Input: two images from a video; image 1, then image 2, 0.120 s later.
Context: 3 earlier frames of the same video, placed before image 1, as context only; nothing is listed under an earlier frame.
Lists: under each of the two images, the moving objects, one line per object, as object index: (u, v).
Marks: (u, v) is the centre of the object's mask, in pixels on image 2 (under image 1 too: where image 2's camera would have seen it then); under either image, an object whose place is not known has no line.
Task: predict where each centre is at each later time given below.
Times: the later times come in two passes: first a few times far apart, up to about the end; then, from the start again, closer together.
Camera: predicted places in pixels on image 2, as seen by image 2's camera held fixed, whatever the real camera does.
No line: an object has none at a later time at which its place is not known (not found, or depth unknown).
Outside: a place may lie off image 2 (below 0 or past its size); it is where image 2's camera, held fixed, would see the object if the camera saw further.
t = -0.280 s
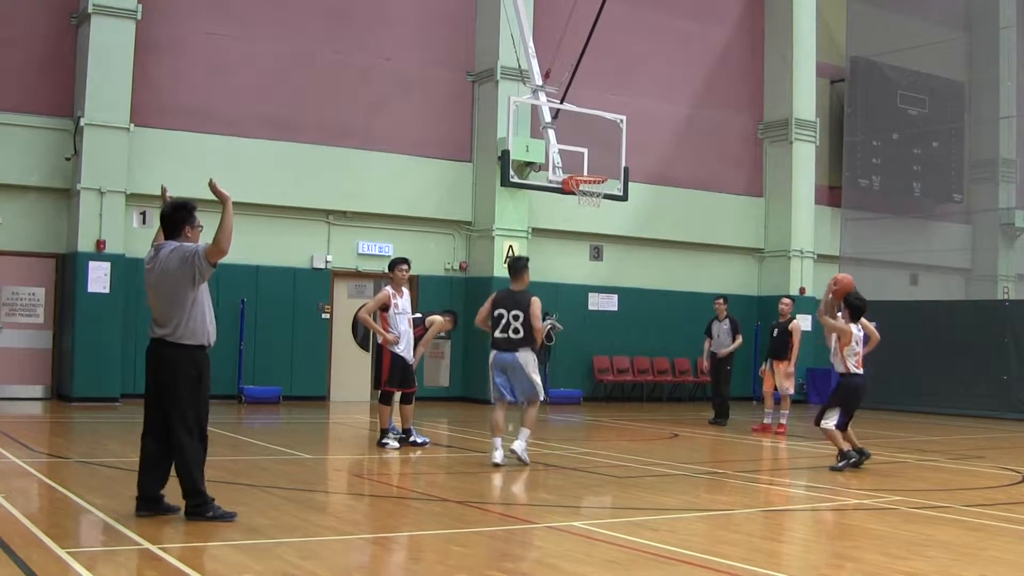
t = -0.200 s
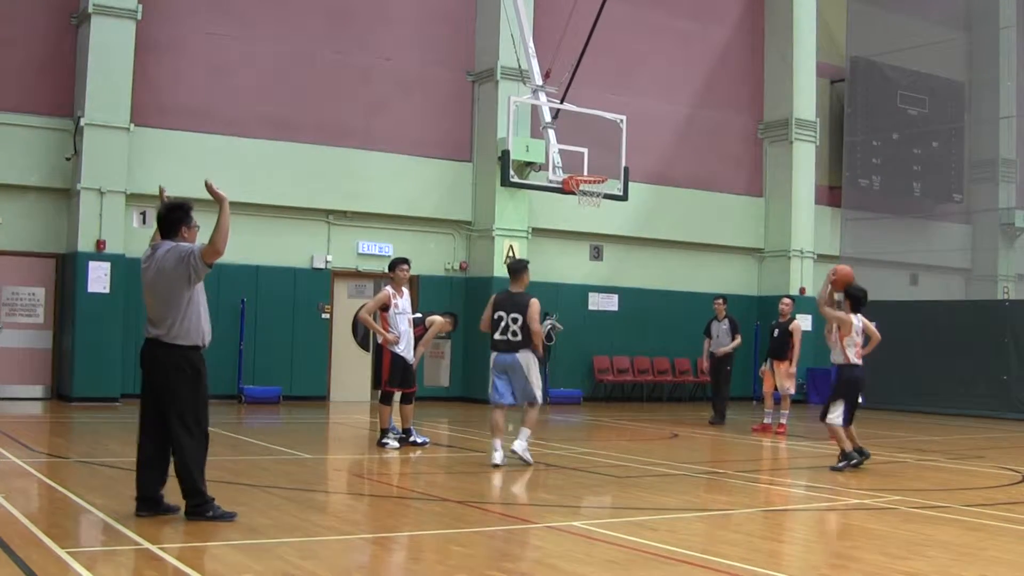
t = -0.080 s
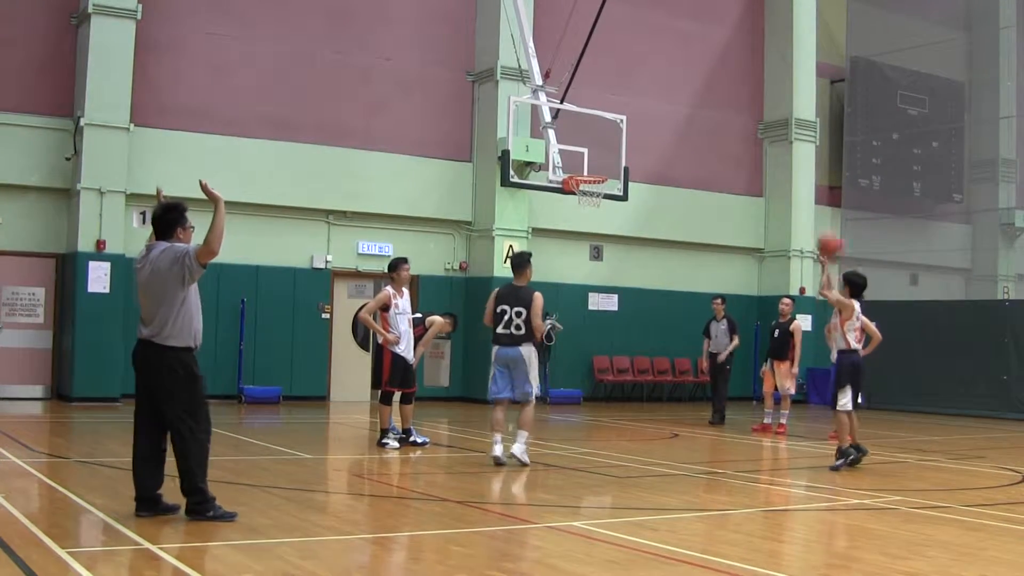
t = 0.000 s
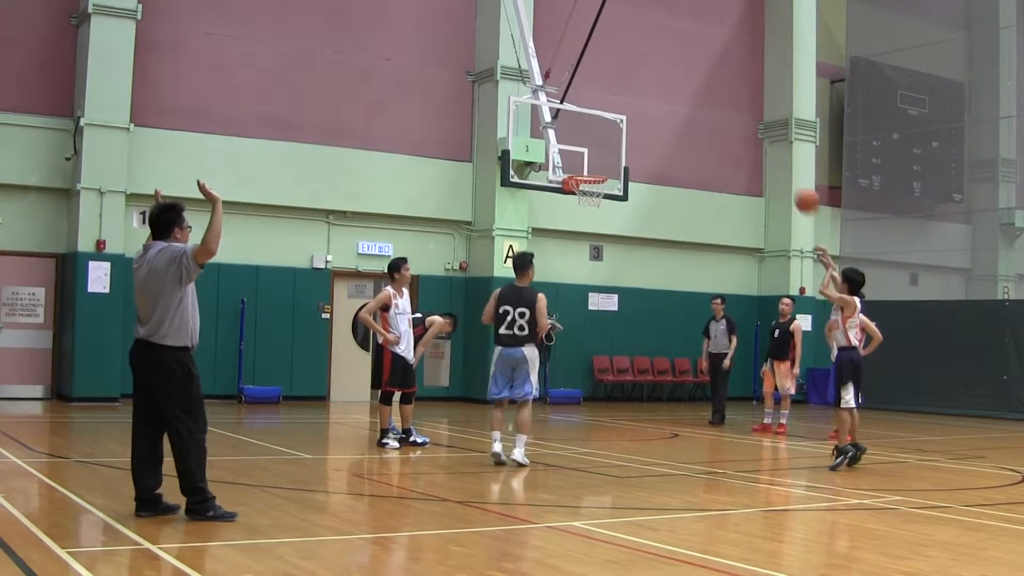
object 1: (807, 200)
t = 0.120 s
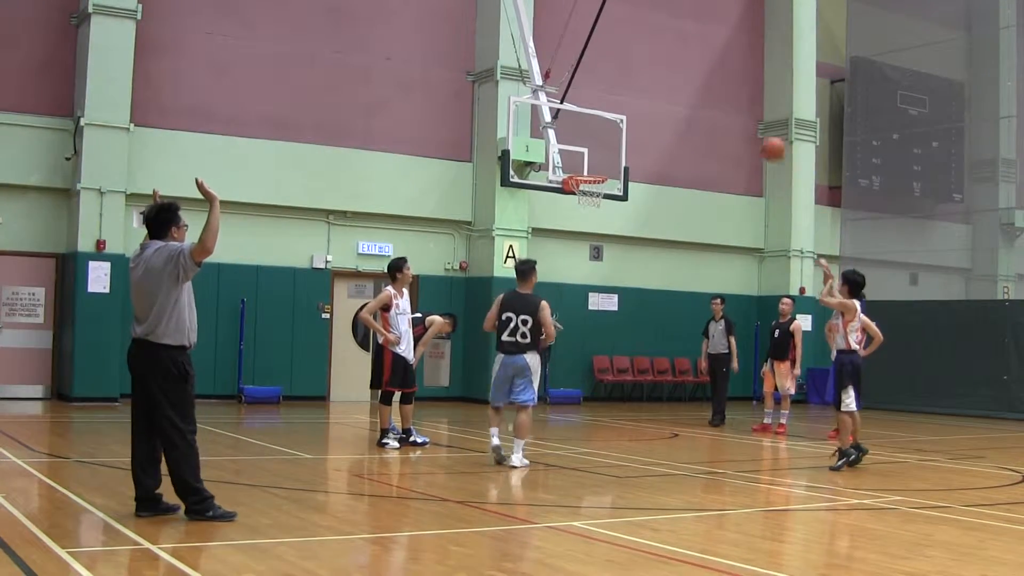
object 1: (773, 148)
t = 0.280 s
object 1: (731, 106)
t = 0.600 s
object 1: (656, 95)
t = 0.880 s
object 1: (599, 152)
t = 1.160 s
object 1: (591, 224)
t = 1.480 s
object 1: (602, 364)
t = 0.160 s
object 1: (762, 135)
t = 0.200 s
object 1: (751, 124)
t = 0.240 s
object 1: (741, 114)
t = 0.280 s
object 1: (731, 106)
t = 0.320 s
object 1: (721, 100)
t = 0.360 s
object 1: (711, 94)
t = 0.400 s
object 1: (702, 91)
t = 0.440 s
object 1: (693, 90)
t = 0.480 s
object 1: (683, 88)
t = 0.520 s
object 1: (674, 89)
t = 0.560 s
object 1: (665, 91)
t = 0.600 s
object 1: (656, 95)
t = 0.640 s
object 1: (648, 99)
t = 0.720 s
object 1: (631, 112)
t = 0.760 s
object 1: (623, 120)
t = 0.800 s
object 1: (614, 130)
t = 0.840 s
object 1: (606, 140)
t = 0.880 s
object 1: (599, 152)
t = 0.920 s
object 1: (591, 164)
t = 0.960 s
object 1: (585, 179)
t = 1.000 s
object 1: (586, 187)
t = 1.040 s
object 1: (585, 198)
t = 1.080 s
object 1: (587, 204)
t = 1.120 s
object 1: (589, 214)
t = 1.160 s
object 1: (591, 224)
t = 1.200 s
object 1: (591, 237)
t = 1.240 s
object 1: (594, 250)
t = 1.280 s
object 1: (595, 265)
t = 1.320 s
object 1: (596, 282)
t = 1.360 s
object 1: (598, 298)
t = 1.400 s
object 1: (599, 320)
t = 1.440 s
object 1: (602, 340)
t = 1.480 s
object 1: (602, 364)
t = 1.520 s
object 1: (603, 388)
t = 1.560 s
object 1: (604, 412)
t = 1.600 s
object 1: (605, 425)
